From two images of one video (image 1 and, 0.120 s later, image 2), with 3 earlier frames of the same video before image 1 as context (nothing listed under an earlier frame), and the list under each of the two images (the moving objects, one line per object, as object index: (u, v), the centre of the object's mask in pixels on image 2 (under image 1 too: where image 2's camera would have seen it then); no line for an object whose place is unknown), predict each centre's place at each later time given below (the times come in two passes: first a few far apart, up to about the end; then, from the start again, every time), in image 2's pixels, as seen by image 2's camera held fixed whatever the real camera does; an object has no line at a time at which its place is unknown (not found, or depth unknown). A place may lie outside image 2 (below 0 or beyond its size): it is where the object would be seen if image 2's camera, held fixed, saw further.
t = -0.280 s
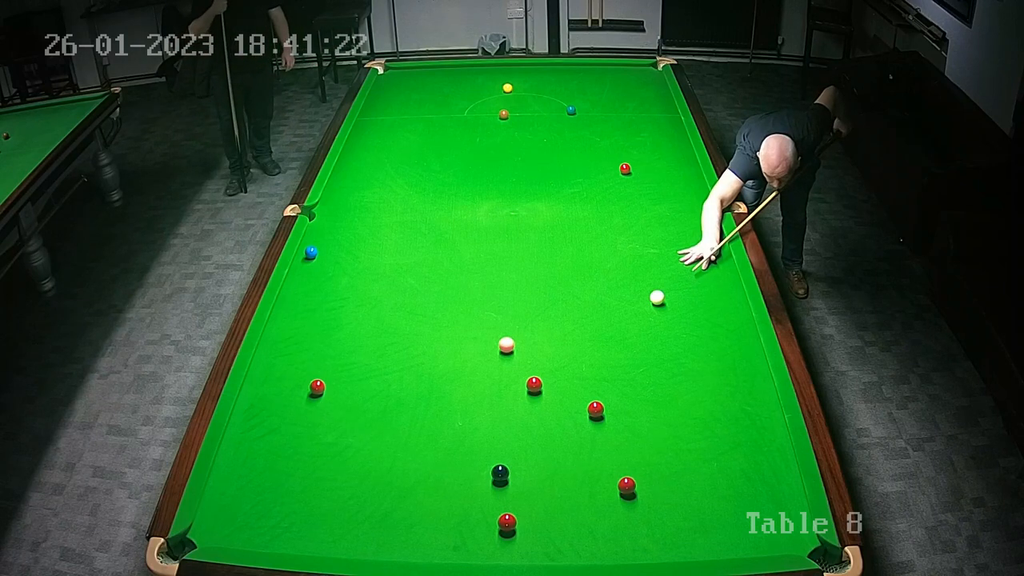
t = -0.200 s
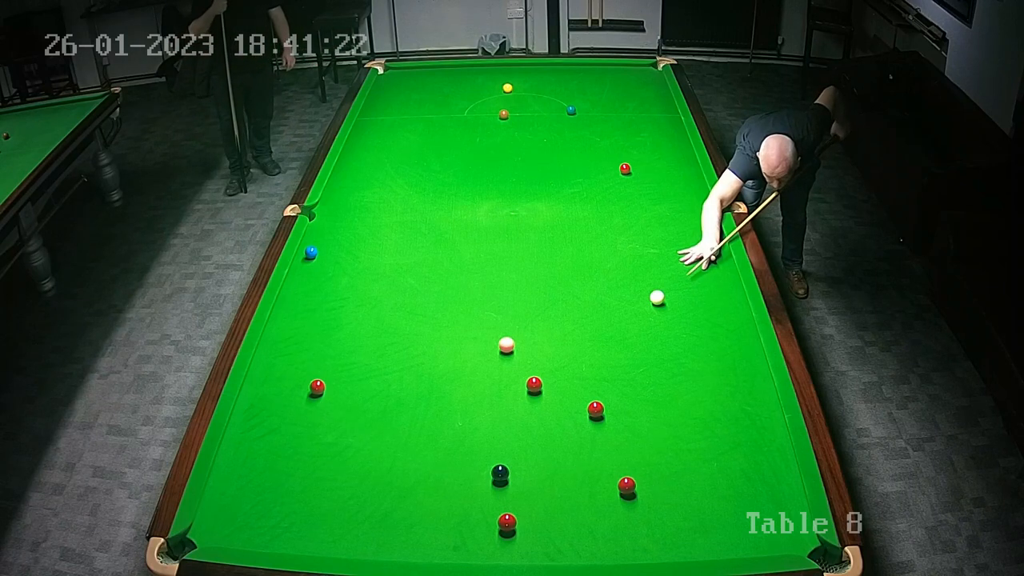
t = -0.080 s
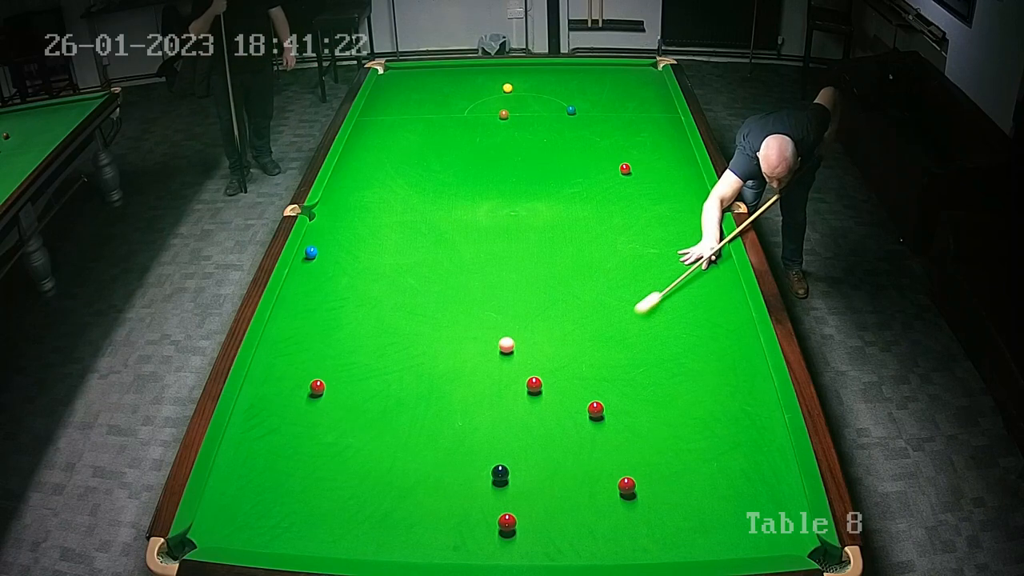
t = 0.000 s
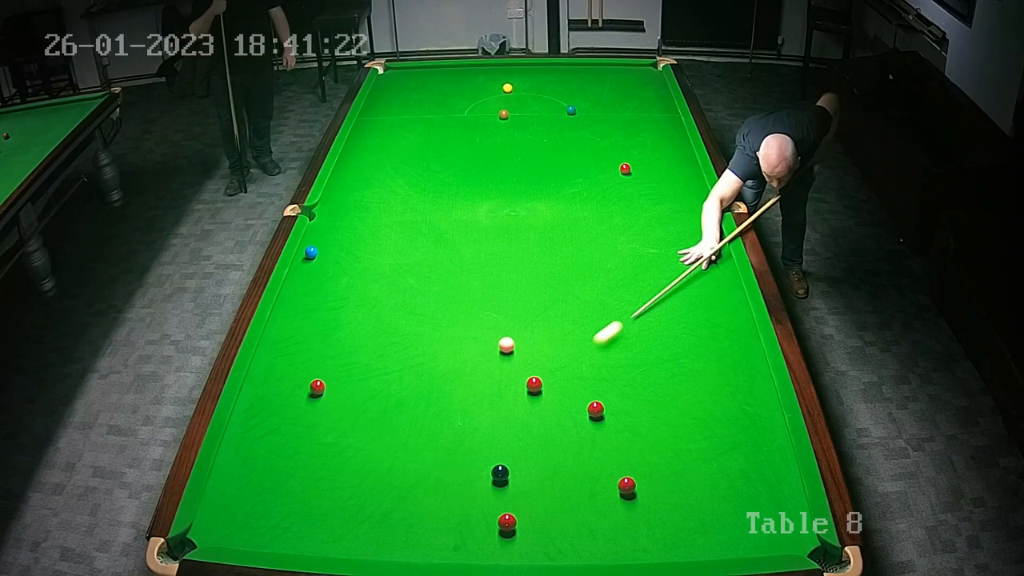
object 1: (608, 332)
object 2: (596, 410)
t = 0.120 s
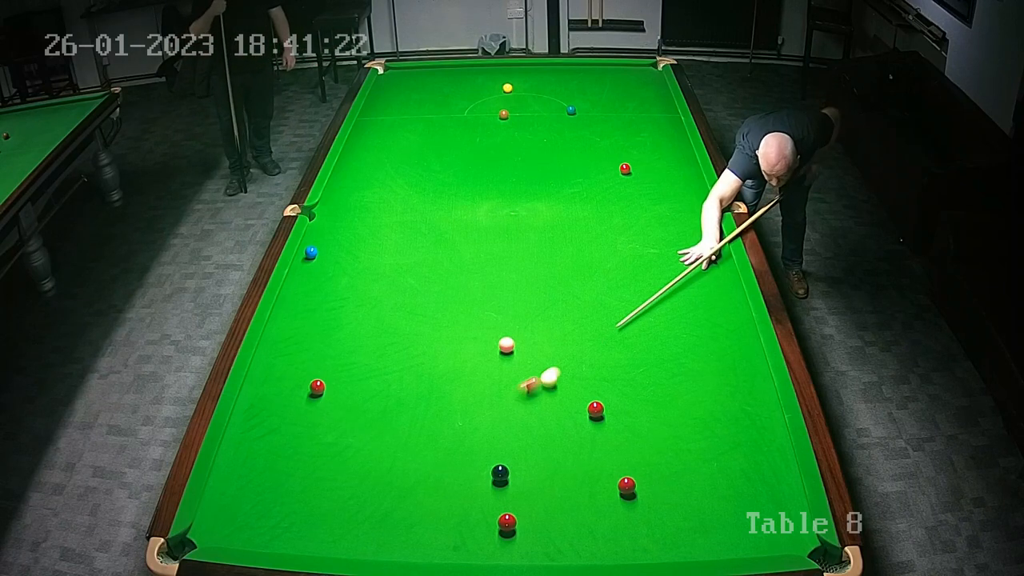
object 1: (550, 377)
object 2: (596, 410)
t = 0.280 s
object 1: (560, 389)
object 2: (596, 410)
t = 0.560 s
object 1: (581, 401)
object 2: (596, 411)
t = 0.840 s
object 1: (584, 404)
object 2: (608, 417)
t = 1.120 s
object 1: (586, 406)
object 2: (620, 423)
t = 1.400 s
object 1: (586, 406)
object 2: (629, 428)
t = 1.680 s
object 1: (586, 406)
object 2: (637, 432)
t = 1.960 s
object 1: (586, 406)
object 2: (642, 435)
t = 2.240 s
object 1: (586, 406)
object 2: (646, 437)
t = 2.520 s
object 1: (586, 406)
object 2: (648, 438)
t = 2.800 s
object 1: (586, 406)
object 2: (648, 438)
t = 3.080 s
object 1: (586, 406)
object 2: (648, 438)
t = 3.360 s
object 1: (586, 406)
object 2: (648, 438)
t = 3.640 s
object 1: (586, 406)
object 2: (648, 438)
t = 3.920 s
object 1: (586, 406)
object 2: (648, 438)
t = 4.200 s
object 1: (586, 406)
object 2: (648, 438)
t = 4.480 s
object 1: (586, 406)
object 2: (648, 438)
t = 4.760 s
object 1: (586, 406)
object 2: (648, 438)
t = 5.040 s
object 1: (586, 406)
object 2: (648, 438)
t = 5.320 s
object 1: (586, 406)
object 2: (648, 438)
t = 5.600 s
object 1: (586, 406)
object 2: (648, 438)
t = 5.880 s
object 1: (586, 406)
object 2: (648, 438)
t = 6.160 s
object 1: (586, 406)
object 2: (648, 438)
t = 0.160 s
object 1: (551, 382)
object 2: (596, 410)
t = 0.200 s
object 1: (554, 385)
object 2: (596, 410)
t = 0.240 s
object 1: (557, 387)
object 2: (596, 410)
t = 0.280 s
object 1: (560, 389)
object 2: (596, 410)
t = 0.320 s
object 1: (563, 391)
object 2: (596, 410)
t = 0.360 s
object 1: (566, 393)
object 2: (596, 410)
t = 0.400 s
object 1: (569, 394)
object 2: (596, 411)
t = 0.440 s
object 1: (572, 396)
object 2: (596, 411)
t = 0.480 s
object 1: (575, 398)
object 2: (596, 411)
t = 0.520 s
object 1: (578, 400)
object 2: (596, 411)
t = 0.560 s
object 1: (581, 401)
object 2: (596, 411)
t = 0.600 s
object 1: (582, 402)
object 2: (597, 412)
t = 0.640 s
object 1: (582, 402)
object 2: (599, 413)
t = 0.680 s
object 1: (583, 403)
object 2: (601, 413)
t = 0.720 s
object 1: (583, 403)
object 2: (603, 415)
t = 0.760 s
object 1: (583, 403)
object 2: (605, 415)
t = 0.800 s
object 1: (584, 404)
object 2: (607, 416)
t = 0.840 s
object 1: (584, 404)
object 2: (608, 417)
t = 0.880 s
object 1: (585, 404)
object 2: (610, 418)
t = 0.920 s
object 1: (585, 405)
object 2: (612, 419)
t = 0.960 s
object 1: (585, 405)
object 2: (613, 420)
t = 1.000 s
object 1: (586, 405)
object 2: (615, 421)
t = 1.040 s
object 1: (586, 405)
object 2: (616, 421)
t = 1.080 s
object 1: (586, 405)
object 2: (618, 422)
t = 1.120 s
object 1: (586, 406)
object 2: (620, 423)
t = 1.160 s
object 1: (586, 406)
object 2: (621, 424)
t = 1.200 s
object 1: (586, 406)
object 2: (623, 425)
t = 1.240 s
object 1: (586, 406)
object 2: (624, 425)
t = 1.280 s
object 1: (586, 406)
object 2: (625, 426)
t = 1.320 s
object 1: (586, 406)
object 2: (627, 427)
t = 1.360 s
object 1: (586, 406)
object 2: (628, 427)
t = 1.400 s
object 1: (586, 406)
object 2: (629, 428)
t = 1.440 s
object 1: (586, 406)
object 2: (630, 428)
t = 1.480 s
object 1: (586, 406)
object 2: (632, 429)
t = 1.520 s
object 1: (586, 406)
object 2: (633, 430)
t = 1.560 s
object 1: (586, 406)
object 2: (634, 430)
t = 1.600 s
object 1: (586, 406)
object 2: (635, 431)
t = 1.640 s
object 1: (586, 406)
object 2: (636, 431)
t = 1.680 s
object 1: (586, 406)
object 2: (637, 432)
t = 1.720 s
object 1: (586, 406)
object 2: (638, 433)
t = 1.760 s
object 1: (586, 406)
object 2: (639, 433)
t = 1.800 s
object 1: (586, 406)
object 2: (639, 433)
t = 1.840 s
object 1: (586, 406)
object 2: (640, 434)
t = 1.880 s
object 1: (586, 406)
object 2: (641, 434)
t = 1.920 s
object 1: (586, 406)
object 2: (642, 434)
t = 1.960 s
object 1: (586, 406)
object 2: (642, 435)
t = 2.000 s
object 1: (586, 406)
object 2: (643, 435)
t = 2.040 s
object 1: (586, 406)
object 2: (644, 436)
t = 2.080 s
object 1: (586, 406)
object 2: (644, 436)
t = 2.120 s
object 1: (586, 406)
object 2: (645, 436)
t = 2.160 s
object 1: (586, 406)
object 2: (645, 436)
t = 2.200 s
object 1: (586, 406)
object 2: (646, 437)
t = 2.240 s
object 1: (586, 406)
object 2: (646, 437)
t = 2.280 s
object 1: (586, 406)
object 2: (646, 437)
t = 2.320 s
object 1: (586, 406)
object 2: (647, 437)
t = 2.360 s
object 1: (586, 406)
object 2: (647, 438)
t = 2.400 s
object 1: (586, 406)
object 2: (647, 438)
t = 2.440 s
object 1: (586, 406)
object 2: (647, 438)
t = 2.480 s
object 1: (586, 406)
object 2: (647, 438)
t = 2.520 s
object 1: (586, 406)
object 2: (648, 438)
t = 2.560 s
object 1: (586, 406)
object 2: (648, 438)
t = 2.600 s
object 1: (586, 406)
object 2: (648, 438)
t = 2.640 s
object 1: (586, 406)
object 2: (648, 438)
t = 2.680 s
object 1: (586, 406)
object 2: (648, 438)
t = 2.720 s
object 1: (586, 406)
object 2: (648, 438)
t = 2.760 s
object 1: (586, 406)
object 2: (648, 438)
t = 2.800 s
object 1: (586, 406)
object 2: (648, 438)
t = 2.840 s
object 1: (586, 406)
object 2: (648, 438)
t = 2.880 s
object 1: (586, 406)
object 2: (648, 438)
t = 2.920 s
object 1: (586, 406)
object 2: (648, 438)
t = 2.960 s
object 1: (586, 406)
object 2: (648, 438)
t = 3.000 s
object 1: (586, 406)
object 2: (648, 438)
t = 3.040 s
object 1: (586, 406)
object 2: (648, 438)
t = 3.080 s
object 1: (586, 406)
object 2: (648, 438)
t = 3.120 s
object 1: (586, 406)
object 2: (648, 438)
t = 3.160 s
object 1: (586, 406)
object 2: (648, 438)
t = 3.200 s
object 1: (586, 406)
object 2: (648, 438)
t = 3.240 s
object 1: (586, 406)
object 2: (648, 438)
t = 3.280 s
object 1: (586, 406)
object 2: (648, 438)
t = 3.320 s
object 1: (586, 406)
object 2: (648, 438)
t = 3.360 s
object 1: (586, 406)
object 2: (648, 438)
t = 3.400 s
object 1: (586, 406)
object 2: (648, 438)
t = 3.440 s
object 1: (586, 406)
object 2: (648, 438)
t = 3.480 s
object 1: (586, 406)
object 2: (648, 438)
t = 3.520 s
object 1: (586, 406)
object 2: (648, 438)
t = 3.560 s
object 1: (586, 406)
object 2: (648, 438)
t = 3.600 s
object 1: (586, 406)
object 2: (648, 438)
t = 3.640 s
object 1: (586, 406)
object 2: (648, 438)
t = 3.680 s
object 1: (586, 406)
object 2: (648, 438)
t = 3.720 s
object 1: (586, 406)
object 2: (648, 438)
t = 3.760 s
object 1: (586, 406)
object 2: (648, 438)
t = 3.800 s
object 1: (586, 406)
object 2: (648, 438)
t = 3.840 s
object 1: (586, 406)
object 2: (648, 438)
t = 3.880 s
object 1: (586, 406)
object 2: (648, 438)
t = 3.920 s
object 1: (586, 406)
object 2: (648, 438)
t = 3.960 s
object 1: (586, 406)
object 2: (648, 438)
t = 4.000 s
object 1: (586, 406)
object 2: (648, 438)
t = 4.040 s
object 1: (586, 406)
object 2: (648, 438)
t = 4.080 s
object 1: (586, 406)
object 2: (648, 438)
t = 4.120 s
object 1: (586, 406)
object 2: (648, 438)
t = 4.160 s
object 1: (586, 406)
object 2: (648, 438)
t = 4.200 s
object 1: (586, 406)
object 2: (648, 438)
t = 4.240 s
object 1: (586, 406)
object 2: (648, 438)
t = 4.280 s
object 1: (586, 406)
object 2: (648, 438)
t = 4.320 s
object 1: (586, 406)
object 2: (648, 438)
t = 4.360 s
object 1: (586, 406)
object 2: (648, 438)
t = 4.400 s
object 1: (586, 406)
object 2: (648, 438)
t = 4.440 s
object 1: (586, 406)
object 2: (648, 438)
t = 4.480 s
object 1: (586, 406)
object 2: (648, 438)
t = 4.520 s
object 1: (586, 406)
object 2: (648, 438)
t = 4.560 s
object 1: (586, 406)
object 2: (648, 438)
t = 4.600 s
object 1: (586, 406)
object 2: (648, 438)
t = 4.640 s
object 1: (586, 406)
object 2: (648, 438)
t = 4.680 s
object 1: (586, 406)
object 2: (648, 438)
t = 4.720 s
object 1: (586, 406)
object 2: (648, 438)
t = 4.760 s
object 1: (586, 406)
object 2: (648, 438)
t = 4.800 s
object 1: (586, 406)
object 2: (648, 438)
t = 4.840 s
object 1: (586, 406)
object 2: (648, 438)
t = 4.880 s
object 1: (586, 406)
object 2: (648, 438)
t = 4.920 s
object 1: (586, 406)
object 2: (648, 438)
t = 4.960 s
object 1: (586, 406)
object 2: (648, 438)
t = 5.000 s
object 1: (586, 406)
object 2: (648, 438)
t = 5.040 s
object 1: (586, 406)
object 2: (648, 438)
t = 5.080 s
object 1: (586, 406)
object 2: (648, 438)
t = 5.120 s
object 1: (586, 406)
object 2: (648, 438)
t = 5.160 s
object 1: (586, 406)
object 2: (648, 438)
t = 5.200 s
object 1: (586, 406)
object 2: (648, 438)
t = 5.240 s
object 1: (586, 406)
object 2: (648, 438)
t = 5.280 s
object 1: (586, 406)
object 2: (648, 438)
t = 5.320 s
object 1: (586, 406)
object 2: (648, 438)
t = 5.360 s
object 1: (586, 406)
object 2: (648, 438)
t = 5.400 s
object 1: (586, 406)
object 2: (648, 438)
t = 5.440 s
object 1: (586, 406)
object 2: (648, 438)
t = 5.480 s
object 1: (586, 406)
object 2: (648, 438)
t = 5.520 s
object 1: (586, 406)
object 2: (648, 438)
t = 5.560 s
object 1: (586, 406)
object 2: (648, 438)
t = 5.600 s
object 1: (586, 406)
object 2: (648, 438)
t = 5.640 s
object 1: (586, 406)
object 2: (648, 438)
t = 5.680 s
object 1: (586, 406)
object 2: (648, 438)
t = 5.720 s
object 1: (586, 406)
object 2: (648, 438)
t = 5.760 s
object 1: (586, 406)
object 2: (648, 438)
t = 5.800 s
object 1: (586, 406)
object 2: (648, 438)
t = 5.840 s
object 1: (586, 406)
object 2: (648, 438)
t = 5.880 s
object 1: (586, 406)
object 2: (648, 438)
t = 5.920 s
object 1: (586, 406)
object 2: (648, 438)
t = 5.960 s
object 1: (586, 406)
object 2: (648, 438)
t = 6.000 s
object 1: (586, 406)
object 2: (648, 438)
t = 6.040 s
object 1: (586, 406)
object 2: (648, 438)
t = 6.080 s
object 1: (586, 406)
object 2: (648, 438)
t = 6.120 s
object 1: (586, 406)
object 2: (648, 438)
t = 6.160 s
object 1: (586, 406)
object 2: (648, 438)
